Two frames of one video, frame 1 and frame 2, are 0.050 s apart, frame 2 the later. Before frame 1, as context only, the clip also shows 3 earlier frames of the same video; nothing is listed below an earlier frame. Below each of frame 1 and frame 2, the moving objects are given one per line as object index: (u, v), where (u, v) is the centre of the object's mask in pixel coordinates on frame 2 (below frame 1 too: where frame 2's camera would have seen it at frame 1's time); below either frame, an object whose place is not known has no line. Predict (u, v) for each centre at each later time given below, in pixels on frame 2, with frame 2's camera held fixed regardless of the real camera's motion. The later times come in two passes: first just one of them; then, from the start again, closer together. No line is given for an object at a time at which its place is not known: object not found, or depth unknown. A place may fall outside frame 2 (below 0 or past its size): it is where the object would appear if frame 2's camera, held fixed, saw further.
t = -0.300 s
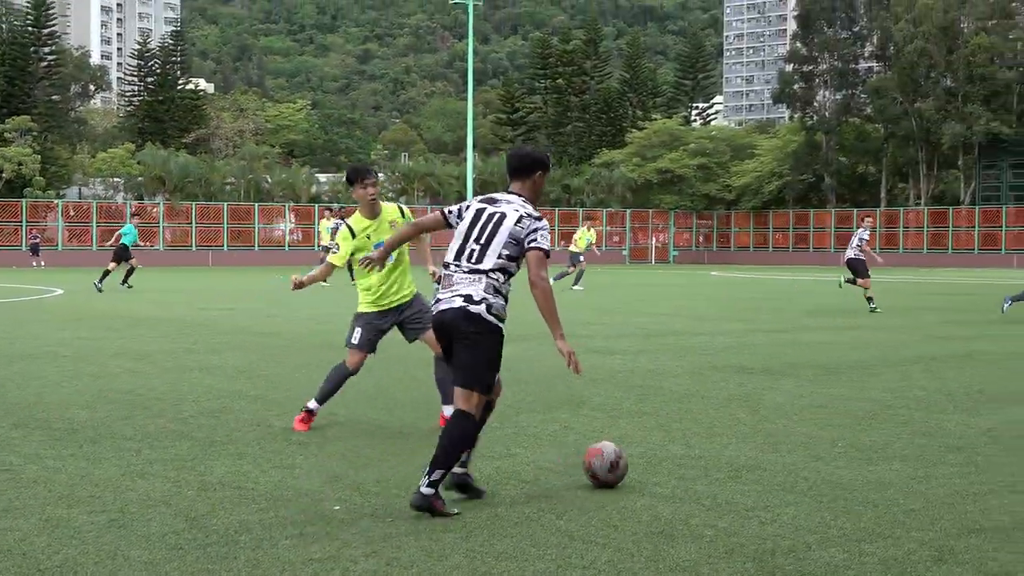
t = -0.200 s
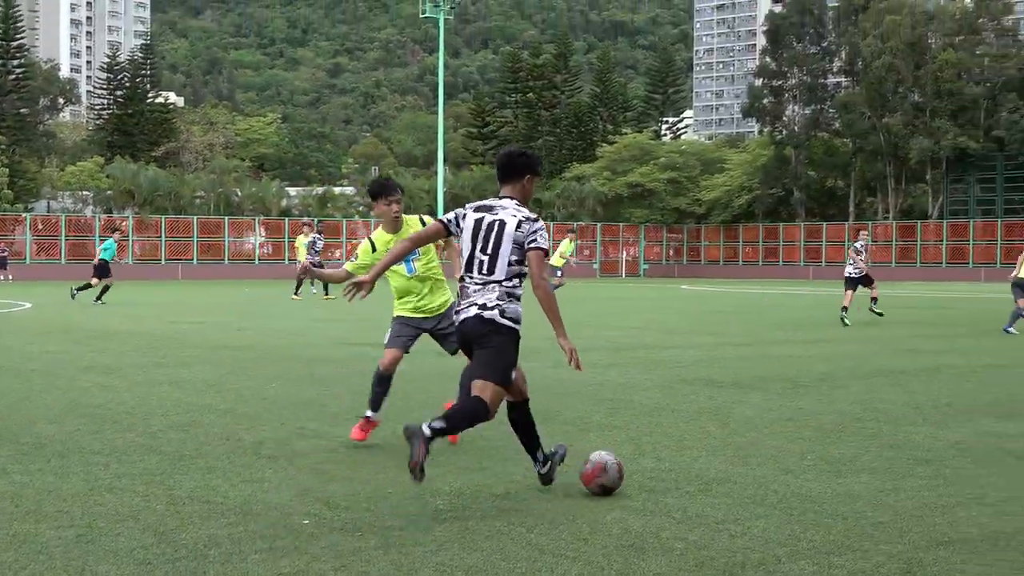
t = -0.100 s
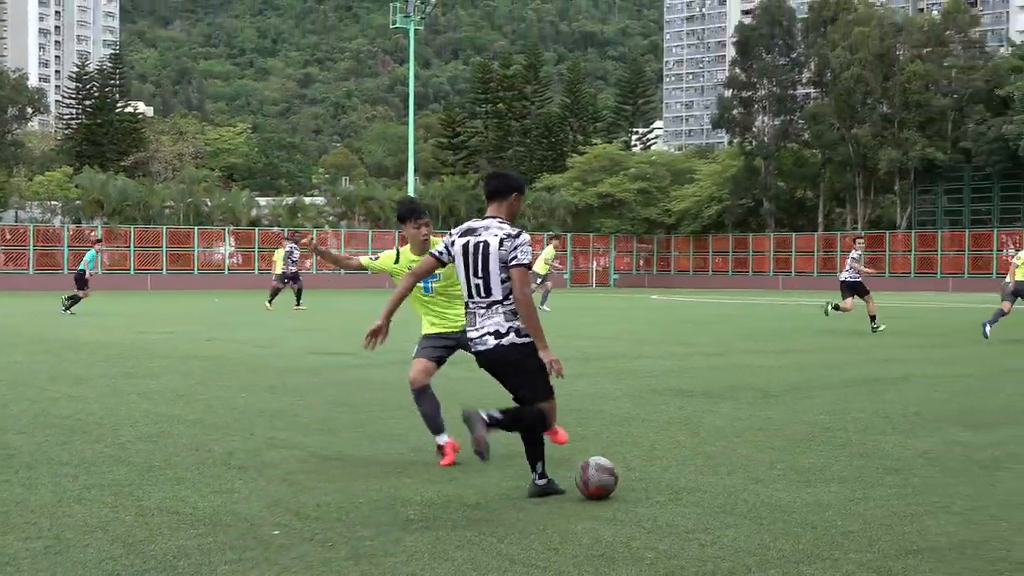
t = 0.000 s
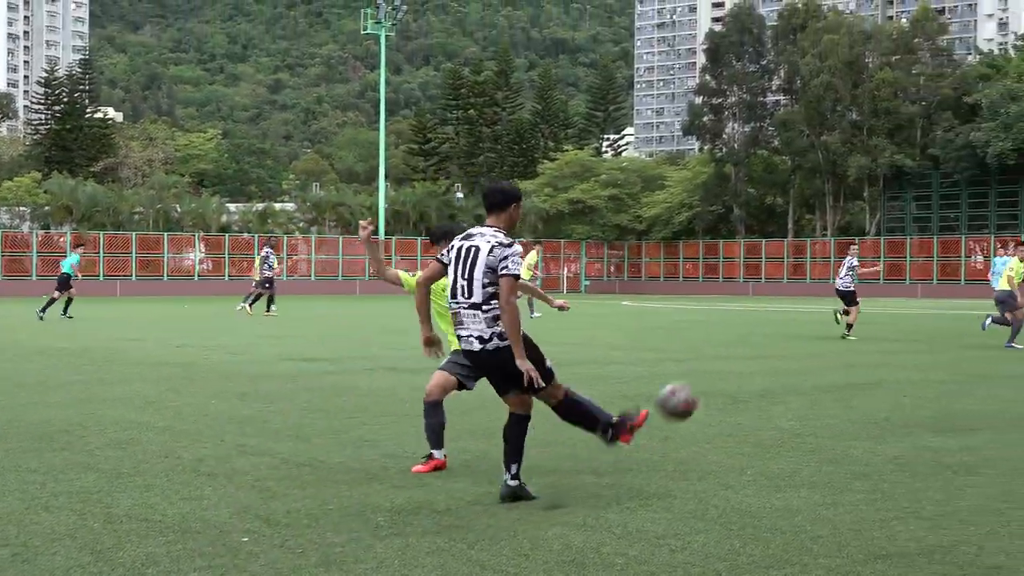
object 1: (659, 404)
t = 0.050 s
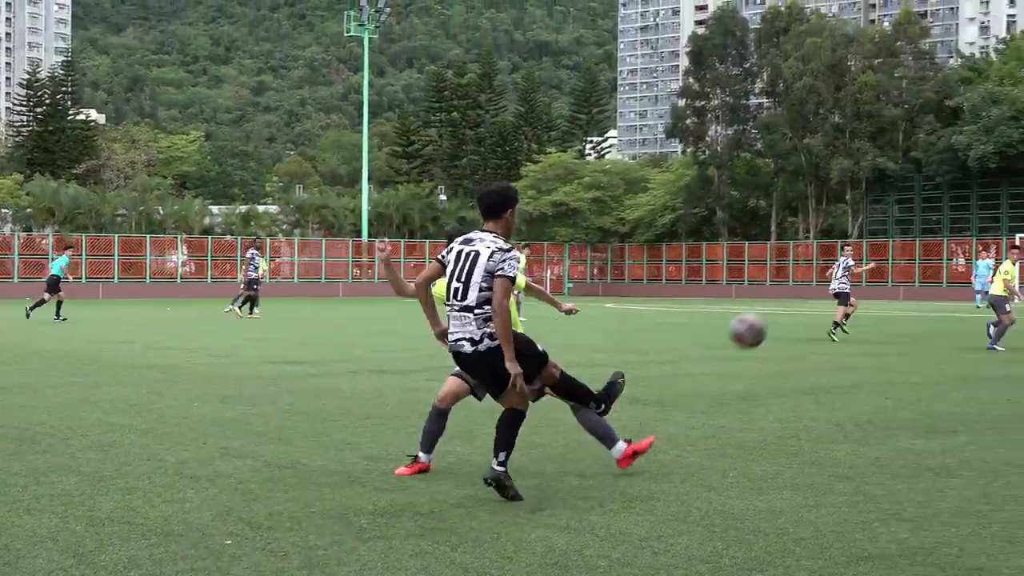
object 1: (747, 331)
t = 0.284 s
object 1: (1006, 127)
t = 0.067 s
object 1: (774, 309)
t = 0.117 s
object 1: (843, 252)
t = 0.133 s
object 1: (864, 236)
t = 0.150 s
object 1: (882, 221)
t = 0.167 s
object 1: (902, 206)
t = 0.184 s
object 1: (918, 191)
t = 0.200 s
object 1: (935, 180)
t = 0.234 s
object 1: (966, 159)
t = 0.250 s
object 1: (980, 146)
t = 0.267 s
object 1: (993, 137)
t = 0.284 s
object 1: (1006, 127)
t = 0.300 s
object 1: (1019, 120)
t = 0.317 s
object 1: (1031, 112)
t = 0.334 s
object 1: (1042, 103)
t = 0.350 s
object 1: (1053, 97)
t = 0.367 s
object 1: (1063, 91)
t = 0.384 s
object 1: (1074, 84)
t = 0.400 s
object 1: (1083, 78)
